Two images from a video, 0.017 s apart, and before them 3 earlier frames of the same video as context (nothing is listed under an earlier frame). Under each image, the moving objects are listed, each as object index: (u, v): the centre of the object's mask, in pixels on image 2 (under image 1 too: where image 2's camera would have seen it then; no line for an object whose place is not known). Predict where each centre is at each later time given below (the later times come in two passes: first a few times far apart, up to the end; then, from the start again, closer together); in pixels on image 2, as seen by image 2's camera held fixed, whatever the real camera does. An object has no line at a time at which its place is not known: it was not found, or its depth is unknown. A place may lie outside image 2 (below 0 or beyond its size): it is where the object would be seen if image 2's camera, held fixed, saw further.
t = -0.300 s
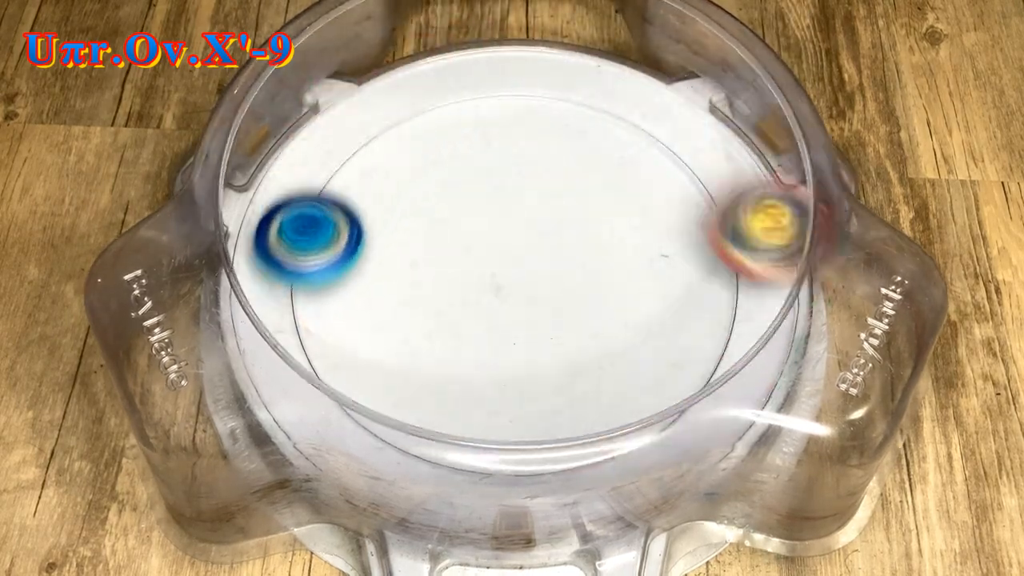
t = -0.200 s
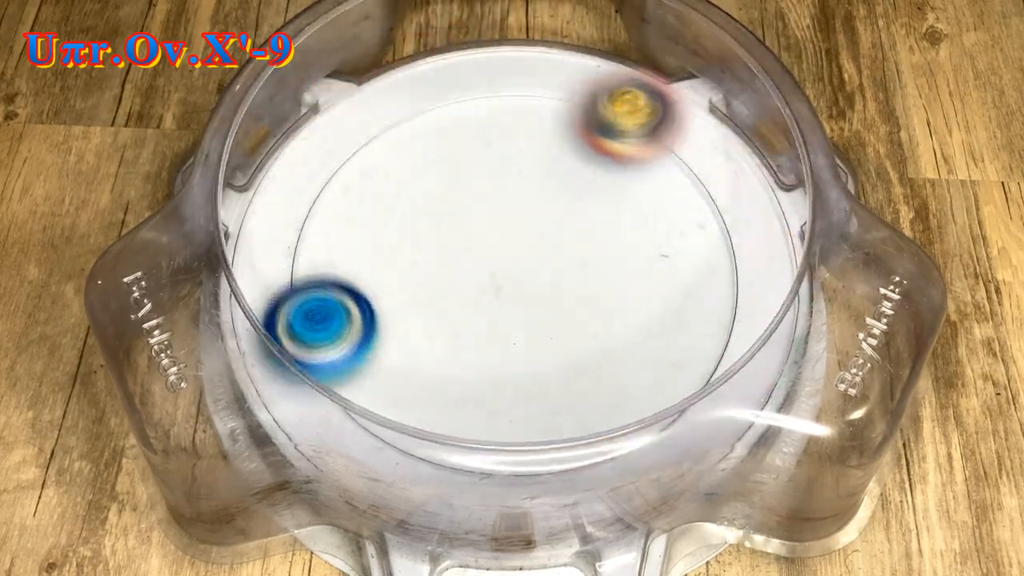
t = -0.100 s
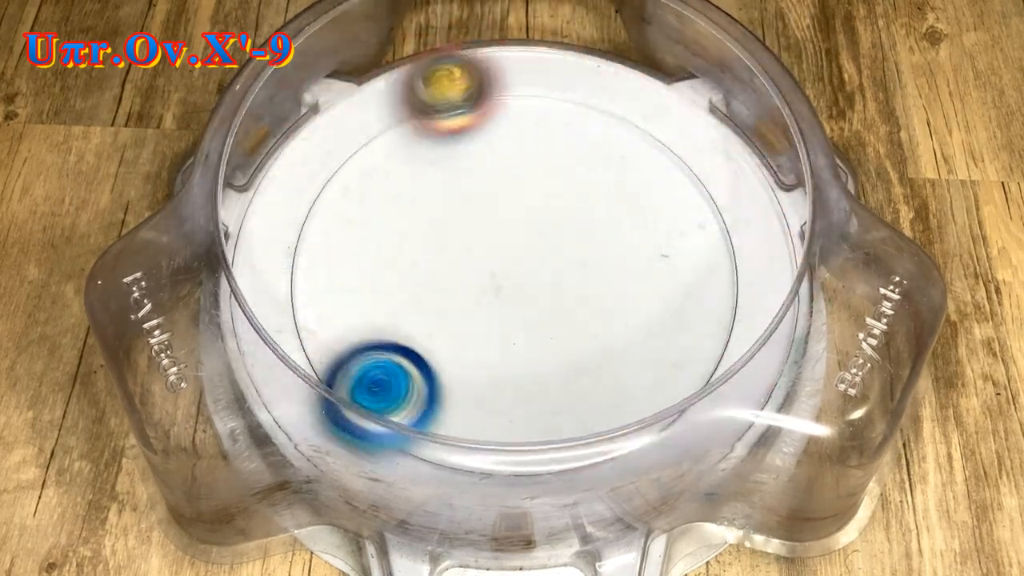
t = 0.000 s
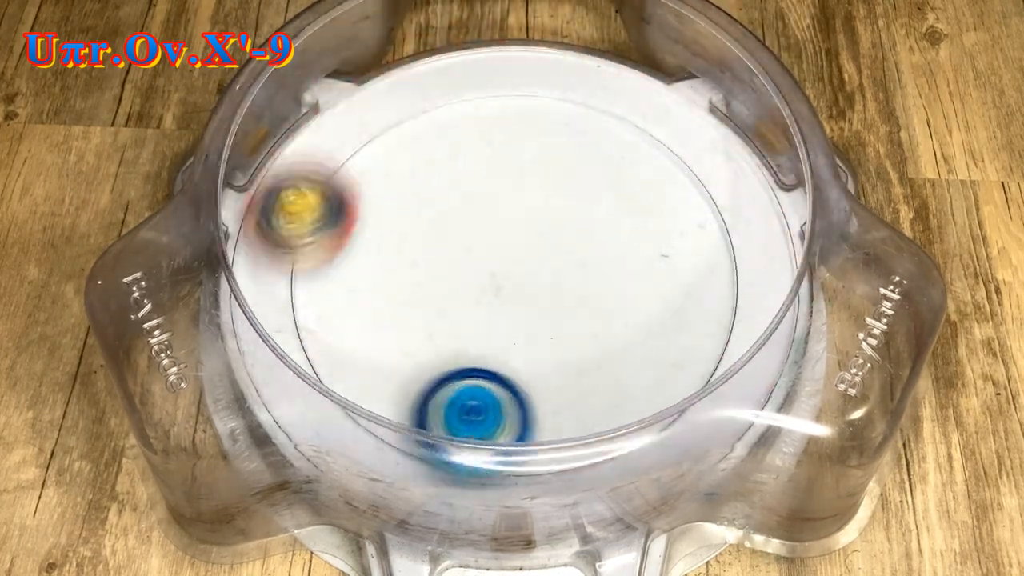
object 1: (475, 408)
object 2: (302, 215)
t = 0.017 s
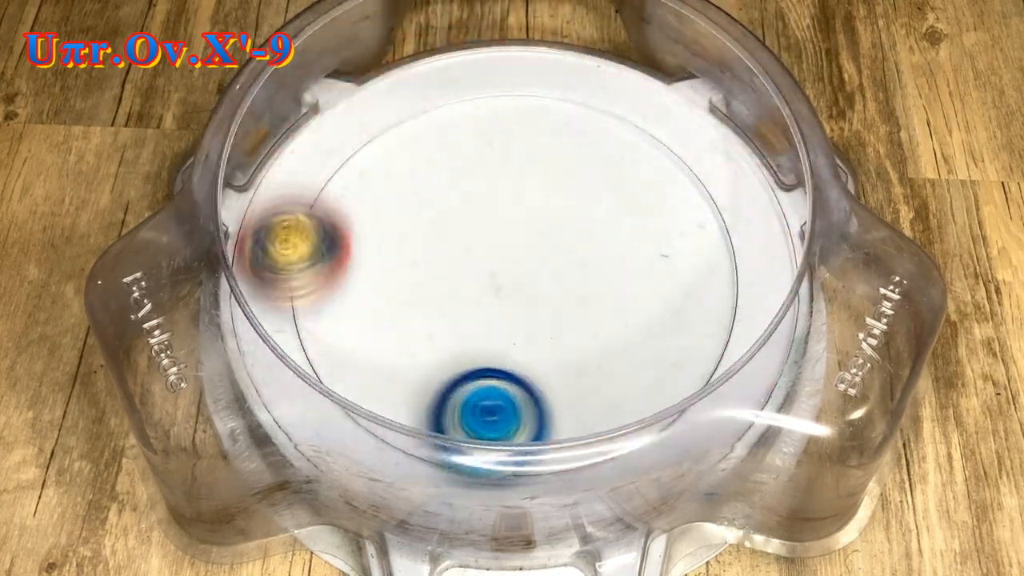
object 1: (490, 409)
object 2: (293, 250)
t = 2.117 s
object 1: (276, 415)
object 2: (360, 302)
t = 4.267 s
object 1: (420, 152)
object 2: (518, 96)
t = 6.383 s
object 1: (592, 189)
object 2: (531, 432)
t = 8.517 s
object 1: (502, 297)
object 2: (567, 137)
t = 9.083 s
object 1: (598, 366)
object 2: (395, 208)
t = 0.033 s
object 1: (506, 408)
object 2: (295, 285)
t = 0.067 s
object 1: (537, 405)
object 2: (324, 357)
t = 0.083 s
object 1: (553, 401)
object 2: (351, 390)
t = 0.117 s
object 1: (584, 391)
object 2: (422, 436)
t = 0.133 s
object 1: (597, 384)
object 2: (470, 443)
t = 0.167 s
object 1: (621, 363)
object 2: (559, 442)
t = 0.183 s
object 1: (631, 348)
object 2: (605, 434)
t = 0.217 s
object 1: (646, 311)
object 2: (668, 396)
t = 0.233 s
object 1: (651, 295)
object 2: (692, 377)
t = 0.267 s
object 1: (658, 259)
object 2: (736, 322)
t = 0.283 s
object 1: (660, 243)
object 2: (750, 298)
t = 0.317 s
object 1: (657, 210)
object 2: (758, 251)
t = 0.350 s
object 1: (648, 179)
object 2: (754, 206)
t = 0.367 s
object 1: (640, 165)
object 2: (740, 189)
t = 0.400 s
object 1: (613, 138)
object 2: (713, 155)
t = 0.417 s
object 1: (598, 126)
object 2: (700, 142)
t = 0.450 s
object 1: (566, 107)
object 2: (672, 124)
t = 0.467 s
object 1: (549, 99)
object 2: (650, 116)
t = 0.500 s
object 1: (505, 82)
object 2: (618, 110)
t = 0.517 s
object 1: (476, 75)
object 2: (603, 112)
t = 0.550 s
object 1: (419, 70)
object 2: (570, 118)
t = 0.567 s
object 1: (396, 70)
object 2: (548, 125)
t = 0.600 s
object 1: (361, 103)
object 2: (506, 144)
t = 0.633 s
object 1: (335, 136)
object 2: (466, 175)
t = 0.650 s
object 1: (322, 156)
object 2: (448, 194)
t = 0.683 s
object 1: (300, 194)
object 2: (425, 236)
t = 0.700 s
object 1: (293, 213)
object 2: (419, 261)
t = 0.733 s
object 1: (283, 254)
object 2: (419, 312)
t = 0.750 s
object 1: (284, 273)
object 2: (425, 337)
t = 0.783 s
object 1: (283, 312)
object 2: (455, 383)
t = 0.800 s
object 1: (287, 329)
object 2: (478, 397)
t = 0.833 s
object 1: (300, 364)
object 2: (528, 426)
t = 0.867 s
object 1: (320, 396)
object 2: (591, 438)
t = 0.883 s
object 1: (332, 409)
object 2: (619, 424)
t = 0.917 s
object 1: (361, 434)
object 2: (677, 402)
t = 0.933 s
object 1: (377, 444)
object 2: (699, 391)
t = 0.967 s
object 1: (414, 461)
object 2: (742, 365)
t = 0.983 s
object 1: (432, 468)
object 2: (758, 356)
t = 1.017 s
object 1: (471, 476)
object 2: (787, 323)
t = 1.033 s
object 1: (492, 476)
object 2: (791, 303)
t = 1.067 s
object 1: (533, 474)
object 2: (784, 266)
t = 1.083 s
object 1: (553, 471)
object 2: (757, 255)
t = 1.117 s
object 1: (592, 464)
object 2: (721, 238)
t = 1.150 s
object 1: (626, 453)
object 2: (676, 224)
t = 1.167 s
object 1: (644, 449)
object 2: (652, 217)
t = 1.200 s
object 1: (673, 424)
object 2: (602, 208)
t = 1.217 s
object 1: (685, 413)
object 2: (576, 209)
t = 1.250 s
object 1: (707, 389)
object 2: (525, 217)
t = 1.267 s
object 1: (717, 376)
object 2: (500, 226)
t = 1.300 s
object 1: (732, 349)
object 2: (453, 250)
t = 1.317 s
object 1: (737, 334)
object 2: (432, 265)
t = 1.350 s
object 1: (736, 301)
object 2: (399, 301)
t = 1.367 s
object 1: (740, 289)
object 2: (386, 322)
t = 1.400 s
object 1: (745, 262)
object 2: (375, 364)
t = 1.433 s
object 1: (741, 233)
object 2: (377, 409)
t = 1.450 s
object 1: (736, 219)
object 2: (396, 421)
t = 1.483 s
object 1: (722, 191)
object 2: (437, 447)
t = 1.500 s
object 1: (713, 179)
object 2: (462, 468)
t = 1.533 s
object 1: (687, 155)
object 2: (499, 476)
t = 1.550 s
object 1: (672, 146)
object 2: (516, 466)
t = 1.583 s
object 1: (637, 129)
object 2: (554, 443)
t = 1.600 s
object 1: (620, 122)
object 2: (567, 430)
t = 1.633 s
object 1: (584, 111)
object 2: (590, 403)
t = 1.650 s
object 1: (565, 107)
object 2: (603, 393)
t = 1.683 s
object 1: (527, 102)
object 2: (621, 365)
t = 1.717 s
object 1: (491, 102)
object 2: (622, 326)
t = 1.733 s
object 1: (473, 104)
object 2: (618, 306)
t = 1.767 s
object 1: (438, 111)
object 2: (597, 270)
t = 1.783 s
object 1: (421, 117)
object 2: (583, 255)
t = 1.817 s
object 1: (389, 131)
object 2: (547, 229)
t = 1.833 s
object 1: (375, 140)
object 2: (527, 219)
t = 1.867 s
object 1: (348, 160)
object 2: (483, 205)
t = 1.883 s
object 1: (337, 171)
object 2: (461, 200)
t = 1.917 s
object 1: (311, 194)
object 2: (421, 199)
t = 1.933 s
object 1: (285, 203)
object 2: (409, 201)
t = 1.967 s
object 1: (256, 230)
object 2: (384, 211)
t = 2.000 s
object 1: (261, 270)
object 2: (365, 224)
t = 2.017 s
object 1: (252, 290)
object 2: (365, 231)
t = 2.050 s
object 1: (241, 337)
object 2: (364, 251)
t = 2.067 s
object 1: (246, 358)
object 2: (362, 261)
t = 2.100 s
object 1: (264, 396)
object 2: (359, 287)
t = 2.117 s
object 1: (276, 415)
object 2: (360, 302)
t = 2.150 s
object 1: (304, 439)
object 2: (368, 331)
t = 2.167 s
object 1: (318, 431)
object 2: (377, 342)
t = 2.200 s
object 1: (321, 430)
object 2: (416, 352)
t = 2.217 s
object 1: (323, 430)
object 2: (437, 355)
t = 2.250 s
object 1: (332, 433)
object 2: (476, 358)
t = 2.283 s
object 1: (341, 426)
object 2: (514, 352)
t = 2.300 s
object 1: (348, 424)
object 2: (530, 346)
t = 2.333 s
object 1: (361, 415)
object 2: (560, 327)
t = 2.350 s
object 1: (368, 411)
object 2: (572, 315)
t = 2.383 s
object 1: (383, 403)
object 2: (588, 285)
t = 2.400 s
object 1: (394, 395)
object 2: (592, 269)
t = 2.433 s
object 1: (414, 383)
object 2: (592, 237)
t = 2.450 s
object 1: (423, 378)
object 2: (589, 222)
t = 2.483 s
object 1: (444, 362)
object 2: (576, 193)
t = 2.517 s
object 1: (463, 346)
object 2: (555, 168)
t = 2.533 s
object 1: (473, 337)
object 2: (541, 157)
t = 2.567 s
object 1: (490, 319)
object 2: (510, 140)
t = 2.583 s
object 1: (498, 311)
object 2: (492, 135)
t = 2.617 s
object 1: (511, 293)
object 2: (457, 129)
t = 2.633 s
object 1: (516, 285)
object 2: (438, 128)
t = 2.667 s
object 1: (525, 268)
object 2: (402, 135)
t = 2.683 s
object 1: (528, 260)
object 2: (386, 141)
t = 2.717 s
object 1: (532, 245)
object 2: (355, 161)
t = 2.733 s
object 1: (533, 238)
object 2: (343, 174)
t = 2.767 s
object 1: (532, 225)
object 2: (326, 204)
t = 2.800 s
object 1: (527, 214)
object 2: (319, 237)
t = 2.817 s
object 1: (524, 209)
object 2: (320, 256)
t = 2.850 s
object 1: (514, 201)
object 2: (333, 294)
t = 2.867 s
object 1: (509, 197)
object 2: (344, 311)
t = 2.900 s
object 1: (495, 191)
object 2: (374, 344)
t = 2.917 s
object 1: (488, 190)
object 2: (395, 356)
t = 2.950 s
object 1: (472, 186)
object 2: (439, 372)
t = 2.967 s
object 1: (463, 185)
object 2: (462, 377)
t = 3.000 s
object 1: (446, 184)
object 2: (511, 377)
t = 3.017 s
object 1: (437, 185)
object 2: (535, 373)
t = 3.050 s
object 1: (420, 186)
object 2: (578, 358)
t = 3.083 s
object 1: (402, 190)
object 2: (614, 332)
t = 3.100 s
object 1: (394, 192)
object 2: (628, 317)
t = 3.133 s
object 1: (379, 198)
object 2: (650, 283)
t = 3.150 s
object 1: (372, 202)
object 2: (658, 265)
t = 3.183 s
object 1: (360, 210)
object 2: (663, 228)
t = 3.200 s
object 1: (356, 215)
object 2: (661, 210)
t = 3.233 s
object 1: (348, 226)
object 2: (652, 176)
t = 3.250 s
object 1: (345, 232)
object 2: (645, 159)
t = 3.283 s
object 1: (340, 245)
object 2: (622, 129)
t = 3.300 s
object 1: (340, 252)
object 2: (608, 117)
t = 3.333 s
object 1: (340, 266)
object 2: (578, 96)
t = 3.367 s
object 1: (344, 280)
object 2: (542, 83)
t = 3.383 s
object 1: (348, 287)
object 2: (523, 80)
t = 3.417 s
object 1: (358, 299)
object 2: (481, 83)
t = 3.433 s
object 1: (364, 305)
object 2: (461, 87)
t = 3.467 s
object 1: (379, 315)
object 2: (423, 99)
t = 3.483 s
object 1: (388, 320)
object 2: (406, 107)
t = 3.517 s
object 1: (407, 325)
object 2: (377, 132)
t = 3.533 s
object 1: (417, 327)
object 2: (364, 147)
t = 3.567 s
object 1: (436, 327)
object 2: (347, 181)
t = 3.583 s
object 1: (446, 326)
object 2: (342, 200)
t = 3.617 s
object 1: (466, 322)
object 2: (340, 238)
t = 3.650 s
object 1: (484, 314)
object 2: (349, 277)
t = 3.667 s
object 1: (492, 309)
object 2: (357, 296)
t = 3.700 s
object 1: (507, 298)
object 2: (385, 331)
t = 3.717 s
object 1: (513, 292)
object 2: (402, 346)
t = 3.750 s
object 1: (524, 278)
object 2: (442, 368)
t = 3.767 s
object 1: (528, 271)
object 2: (464, 377)
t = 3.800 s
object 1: (535, 256)
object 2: (510, 386)
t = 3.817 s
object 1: (537, 248)
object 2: (534, 387)
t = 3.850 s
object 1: (540, 233)
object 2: (582, 381)
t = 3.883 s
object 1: (539, 218)
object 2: (625, 364)
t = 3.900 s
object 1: (538, 211)
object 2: (644, 353)
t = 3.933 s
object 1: (533, 197)
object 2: (674, 325)
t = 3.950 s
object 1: (530, 190)
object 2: (687, 308)
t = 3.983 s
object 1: (522, 178)
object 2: (705, 274)
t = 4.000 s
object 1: (518, 172)
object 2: (710, 255)
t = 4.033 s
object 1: (507, 161)
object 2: (713, 220)
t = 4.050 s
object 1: (502, 157)
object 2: (711, 202)
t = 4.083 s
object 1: (490, 149)
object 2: (699, 168)
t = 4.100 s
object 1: (484, 146)
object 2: (690, 154)
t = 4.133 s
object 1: (471, 142)
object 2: (662, 129)
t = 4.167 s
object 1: (458, 140)
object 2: (627, 109)
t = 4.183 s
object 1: (451, 140)
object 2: (611, 102)
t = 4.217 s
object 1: (438, 143)
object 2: (577, 93)
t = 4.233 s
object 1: (432, 145)
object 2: (557, 92)
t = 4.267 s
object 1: (420, 152)
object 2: (518, 96)
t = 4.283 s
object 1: (415, 156)
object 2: (499, 99)
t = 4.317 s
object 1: (394, 172)
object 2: (474, 105)
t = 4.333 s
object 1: (384, 181)
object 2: (464, 110)
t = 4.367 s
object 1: (369, 200)
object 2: (442, 125)
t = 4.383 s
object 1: (363, 210)
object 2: (433, 135)
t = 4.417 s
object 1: (346, 237)
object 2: (427, 150)
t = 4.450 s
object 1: (331, 268)
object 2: (426, 169)
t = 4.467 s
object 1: (326, 283)
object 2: (427, 180)
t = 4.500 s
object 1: (326, 312)
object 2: (432, 203)
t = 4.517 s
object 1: (329, 325)
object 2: (438, 213)
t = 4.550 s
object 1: (345, 346)
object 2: (453, 235)
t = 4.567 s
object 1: (353, 358)
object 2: (463, 244)
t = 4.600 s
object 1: (378, 374)
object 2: (486, 259)
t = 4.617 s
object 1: (392, 381)
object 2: (498, 264)
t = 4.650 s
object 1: (426, 386)
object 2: (525, 272)
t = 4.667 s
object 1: (443, 389)
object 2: (539, 273)
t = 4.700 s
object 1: (479, 392)
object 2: (568, 273)
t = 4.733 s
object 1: (517, 390)
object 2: (596, 267)
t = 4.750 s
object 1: (535, 386)
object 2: (609, 261)
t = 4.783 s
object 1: (570, 372)
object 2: (632, 247)
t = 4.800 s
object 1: (586, 363)
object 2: (641, 239)
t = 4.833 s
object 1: (613, 345)
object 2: (657, 218)
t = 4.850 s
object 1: (626, 334)
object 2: (662, 208)
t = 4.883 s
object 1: (647, 310)
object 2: (666, 187)
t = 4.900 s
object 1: (656, 297)
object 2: (666, 176)
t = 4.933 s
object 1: (668, 271)
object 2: (660, 156)
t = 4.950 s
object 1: (673, 258)
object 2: (654, 147)
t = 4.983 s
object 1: (679, 232)
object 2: (638, 133)
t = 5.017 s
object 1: (680, 206)
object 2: (617, 125)
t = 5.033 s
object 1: (679, 194)
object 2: (606, 123)
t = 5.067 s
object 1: (673, 171)
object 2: (582, 122)
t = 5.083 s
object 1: (668, 161)
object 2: (568, 125)
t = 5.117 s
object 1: (657, 142)
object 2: (542, 133)
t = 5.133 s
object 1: (651, 134)
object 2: (530, 140)
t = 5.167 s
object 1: (635, 120)
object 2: (508, 157)
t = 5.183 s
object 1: (627, 114)
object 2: (498, 167)
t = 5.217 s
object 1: (607, 106)
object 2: (482, 189)
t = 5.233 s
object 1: (597, 103)
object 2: (476, 202)
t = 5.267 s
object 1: (576, 100)
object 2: (470, 229)
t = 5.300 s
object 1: (554, 100)
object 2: (469, 257)
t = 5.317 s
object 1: (543, 101)
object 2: (471, 271)
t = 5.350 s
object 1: (521, 107)
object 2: (481, 298)
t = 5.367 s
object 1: (510, 111)
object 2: (488, 311)
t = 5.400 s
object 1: (488, 122)
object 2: (507, 334)
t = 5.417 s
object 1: (479, 128)
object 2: (520, 344)
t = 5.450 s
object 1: (460, 143)
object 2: (547, 361)
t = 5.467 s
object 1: (451, 151)
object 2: (563, 367)
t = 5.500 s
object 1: (436, 170)
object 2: (595, 373)
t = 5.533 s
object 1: (425, 192)
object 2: (627, 370)
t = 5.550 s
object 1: (421, 203)
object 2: (642, 366)
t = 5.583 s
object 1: (416, 227)
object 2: (669, 354)
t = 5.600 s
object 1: (416, 239)
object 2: (681, 346)
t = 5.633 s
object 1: (418, 264)
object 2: (700, 326)
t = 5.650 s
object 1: (421, 275)
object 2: (707, 315)
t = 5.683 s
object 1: (431, 298)
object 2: (714, 294)
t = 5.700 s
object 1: (438, 308)
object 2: (715, 282)
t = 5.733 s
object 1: (454, 327)
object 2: (710, 260)
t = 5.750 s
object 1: (463, 335)
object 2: (705, 250)
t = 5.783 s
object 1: (484, 348)
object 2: (688, 230)
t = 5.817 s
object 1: (509, 358)
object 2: (666, 214)
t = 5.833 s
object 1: (521, 361)
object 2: (653, 208)
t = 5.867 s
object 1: (547, 364)
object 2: (623, 200)
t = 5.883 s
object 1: (559, 364)
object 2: (607, 198)
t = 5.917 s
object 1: (583, 361)
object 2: (576, 198)
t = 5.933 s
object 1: (594, 359)
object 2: (559, 201)
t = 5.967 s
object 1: (615, 351)
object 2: (528, 209)
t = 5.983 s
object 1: (625, 345)
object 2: (512, 215)
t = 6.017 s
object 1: (641, 334)
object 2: (483, 229)
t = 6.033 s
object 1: (649, 327)
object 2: (470, 238)
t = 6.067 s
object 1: (661, 312)
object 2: (447, 258)
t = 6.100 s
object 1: (669, 295)
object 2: (429, 281)
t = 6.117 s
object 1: (672, 287)
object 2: (421, 294)
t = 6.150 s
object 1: (674, 271)
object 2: (413, 320)
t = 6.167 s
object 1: (674, 263)
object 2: (411, 334)
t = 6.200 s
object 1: (671, 246)
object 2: (413, 361)
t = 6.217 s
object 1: (668, 238)
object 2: (417, 373)
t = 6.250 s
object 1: (659, 224)
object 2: (433, 392)
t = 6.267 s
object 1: (654, 217)
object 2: (439, 404)
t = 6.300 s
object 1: (641, 206)
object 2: (464, 408)
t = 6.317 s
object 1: (633, 201)
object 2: (472, 426)
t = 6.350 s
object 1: (613, 193)
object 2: (502, 431)
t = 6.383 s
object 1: (592, 189)
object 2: (531, 432)
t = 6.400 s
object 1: (581, 189)
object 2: (545, 431)
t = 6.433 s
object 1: (559, 190)
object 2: (569, 410)
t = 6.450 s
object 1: (548, 192)
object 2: (581, 406)
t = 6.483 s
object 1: (526, 198)
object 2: (603, 394)
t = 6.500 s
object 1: (515, 203)
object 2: (611, 387)
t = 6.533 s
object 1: (496, 213)
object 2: (624, 366)
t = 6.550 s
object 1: (487, 219)
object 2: (626, 352)
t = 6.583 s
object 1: (471, 231)
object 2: (625, 325)
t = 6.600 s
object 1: (464, 239)
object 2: (620, 312)
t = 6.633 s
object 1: (452, 256)
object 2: (608, 286)
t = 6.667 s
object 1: (445, 273)
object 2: (589, 264)
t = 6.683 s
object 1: (443, 282)
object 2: (578, 254)
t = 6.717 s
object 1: (442, 299)
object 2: (553, 238)
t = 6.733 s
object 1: (443, 308)
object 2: (539, 230)
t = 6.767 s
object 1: (448, 324)
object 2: (510, 219)
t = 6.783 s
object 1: (452, 332)
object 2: (495, 214)
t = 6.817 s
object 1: (461, 346)
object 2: (465, 209)
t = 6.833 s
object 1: (466, 352)
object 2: (450, 207)
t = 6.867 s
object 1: (479, 363)
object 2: (420, 208)
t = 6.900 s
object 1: (495, 371)
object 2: (391, 213)
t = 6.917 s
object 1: (502, 374)
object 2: (377, 217)
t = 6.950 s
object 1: (519, 378)
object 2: (353, 230)
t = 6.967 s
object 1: (527, 379)
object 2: (342, 238)
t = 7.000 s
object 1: (545, 378)
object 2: (326, 255)
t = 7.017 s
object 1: (554, 376)
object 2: (318, 266)
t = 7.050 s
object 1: (569, 370)
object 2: (312, 288)
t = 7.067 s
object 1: (576, 366)
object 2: (312, 299)
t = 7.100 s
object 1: (589, 354)
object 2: (319, 322)
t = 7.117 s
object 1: (593, 348)
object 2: (324, 333)
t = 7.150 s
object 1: (599, 334)
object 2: (342, 352)
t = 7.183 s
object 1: (601, 319)
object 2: (366, 367)
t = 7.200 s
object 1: (601, 310)
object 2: (379, 372)
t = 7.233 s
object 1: (596, 294)
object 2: (408, 377)
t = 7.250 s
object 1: (592, 286)
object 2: (423, 378)
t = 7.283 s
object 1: (582, 273)
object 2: (455, 376)
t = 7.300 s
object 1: (576, 266)
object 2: (469, 372)
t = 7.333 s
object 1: (562, 254)
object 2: (497, 359)
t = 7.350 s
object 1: (554, 250)
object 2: (508, 350)
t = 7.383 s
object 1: (539, 241)
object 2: (530, 332)
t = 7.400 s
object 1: (532, 233)
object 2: (537, 325)
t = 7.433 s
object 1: (519, 220)
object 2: (549, 308)
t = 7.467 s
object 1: (505, 209)
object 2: (556, 288)
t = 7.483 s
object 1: (497, 201)
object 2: (559, 281)
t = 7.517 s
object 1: (479, 180)
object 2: (566, 276)
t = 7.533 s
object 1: (470, 171)
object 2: (568, 272)
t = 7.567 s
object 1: (453, 158)
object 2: (571, 259)
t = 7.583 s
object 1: (445, 153)
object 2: (572, 252)
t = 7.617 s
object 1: (430, 146)
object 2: (570, 237)
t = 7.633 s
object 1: (422, 145)
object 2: (568, 231)
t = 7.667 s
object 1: (408, 146)
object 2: (559, 219)
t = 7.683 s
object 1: (402, 148)
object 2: (553, 213)
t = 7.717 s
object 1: (389, 156)
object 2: (539, 205)
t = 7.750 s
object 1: (379, 167)
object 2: (522, 201)
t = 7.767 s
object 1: (374, 173)
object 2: (514, 200)
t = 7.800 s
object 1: (366, 188)
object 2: (497, 202)
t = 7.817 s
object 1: (362, 196)
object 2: (489, 203)
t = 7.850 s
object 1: (358, 214)
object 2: (474, 211)
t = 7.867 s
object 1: (357, 223)
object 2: (468, 216)
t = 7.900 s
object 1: (350, 240)
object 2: (464, 229)
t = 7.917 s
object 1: (347, 249)
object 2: (463, 237)
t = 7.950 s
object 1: (346, 266)
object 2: (466, 251)
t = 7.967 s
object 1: (347, 274)
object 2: (469, 259)
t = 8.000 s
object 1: (353, 291)
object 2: (478, 272)
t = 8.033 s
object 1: (363, 307)
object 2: (491, 282)
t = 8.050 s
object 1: (369, 314)
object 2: (499, 286)
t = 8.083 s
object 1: (385, 327)
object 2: (515, 292)
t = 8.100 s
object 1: (394, 332)
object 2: (524, 294)
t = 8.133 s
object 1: (414, 338)
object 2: (541, 294)
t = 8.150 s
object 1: (424, 340)
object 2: (549, 293)
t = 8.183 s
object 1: (445, 341)
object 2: (566, 287)
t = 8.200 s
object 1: (457, 340)
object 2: (572, 283)
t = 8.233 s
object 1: (477, 336)
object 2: (584, 271)
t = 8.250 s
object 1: (486, 334)
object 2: (588, 265)
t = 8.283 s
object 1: (504, 325)
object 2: (593, 252)
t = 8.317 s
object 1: (519, 317)
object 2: (593, 238)
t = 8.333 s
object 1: (526, 312)
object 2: (592, 231)
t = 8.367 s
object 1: (522, 312)
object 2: (599, 208)
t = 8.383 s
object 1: (518, 313)
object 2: (601, 196)
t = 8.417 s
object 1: (512, 313)
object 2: (600, 178)
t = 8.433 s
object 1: (509, 312)
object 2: (597, 169)
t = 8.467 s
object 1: (505, 308)
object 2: (587, 153)
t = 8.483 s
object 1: (504, 305)
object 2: (581, 147)
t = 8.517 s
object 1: (502, 297)
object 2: (567, 137)
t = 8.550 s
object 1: (500, 289)
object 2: (550, 130)
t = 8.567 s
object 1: (499, 285)
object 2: (541, 127)
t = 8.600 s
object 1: (496, 279)
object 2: (523, 127)
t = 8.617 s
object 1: (495, 276)
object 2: (513, 128)
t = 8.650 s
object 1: (493, 272)
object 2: (494, 134)
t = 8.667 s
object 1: (492, 270)
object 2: (486, 139)
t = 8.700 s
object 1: (491, 266)
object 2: (469, 151)
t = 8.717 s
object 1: (491, 264)
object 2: (464, 157)
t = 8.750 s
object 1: (491, 264)
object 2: (453, 171)
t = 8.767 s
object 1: (492, 269)
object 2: (448, 171)
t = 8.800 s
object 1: (494, 280)
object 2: (438, 173)
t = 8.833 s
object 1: (497, 289)
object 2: (426, 180)
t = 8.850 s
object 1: (498, 293)
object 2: (422, 186)
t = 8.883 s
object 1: (501, 298)
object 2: (416, 198)
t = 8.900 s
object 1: (502, 301)
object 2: (416, 205)
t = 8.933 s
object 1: (505, 302)
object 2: (418, 221)
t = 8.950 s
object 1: (507, 303)
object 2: (420, 227)
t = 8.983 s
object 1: (517, 307)
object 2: (424, 235)
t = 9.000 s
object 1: (531, 319)
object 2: (418, 227)
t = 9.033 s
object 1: (560, 343)
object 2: (410, 216)
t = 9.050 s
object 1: (573, 352)
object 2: (405, 212)
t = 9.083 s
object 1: (598, 366)
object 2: (395, 208)
